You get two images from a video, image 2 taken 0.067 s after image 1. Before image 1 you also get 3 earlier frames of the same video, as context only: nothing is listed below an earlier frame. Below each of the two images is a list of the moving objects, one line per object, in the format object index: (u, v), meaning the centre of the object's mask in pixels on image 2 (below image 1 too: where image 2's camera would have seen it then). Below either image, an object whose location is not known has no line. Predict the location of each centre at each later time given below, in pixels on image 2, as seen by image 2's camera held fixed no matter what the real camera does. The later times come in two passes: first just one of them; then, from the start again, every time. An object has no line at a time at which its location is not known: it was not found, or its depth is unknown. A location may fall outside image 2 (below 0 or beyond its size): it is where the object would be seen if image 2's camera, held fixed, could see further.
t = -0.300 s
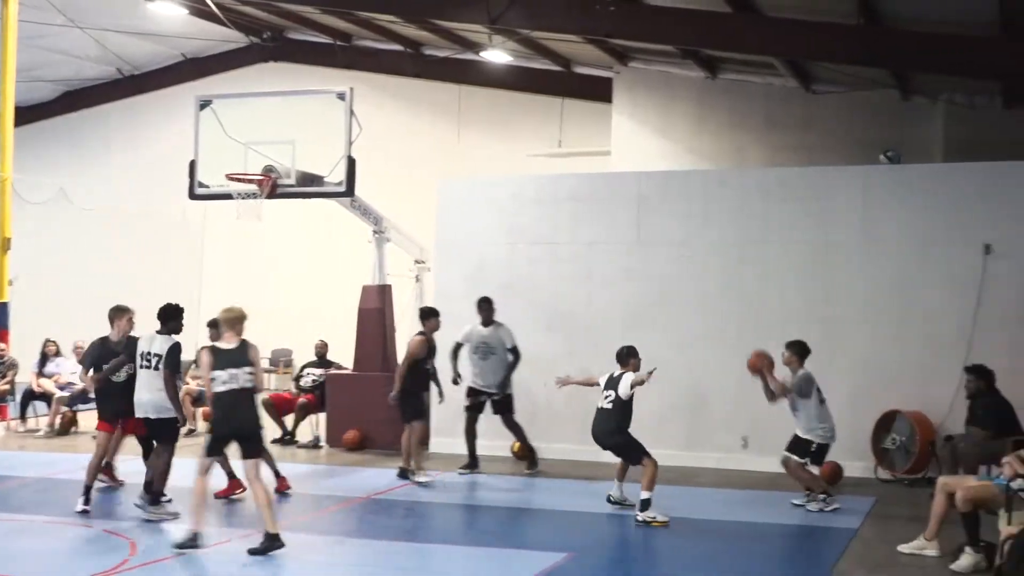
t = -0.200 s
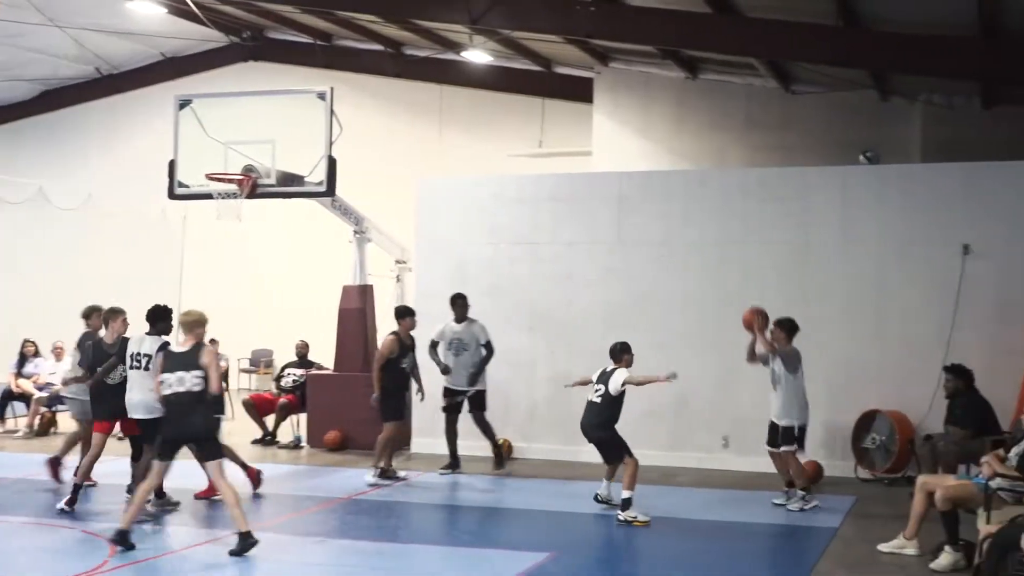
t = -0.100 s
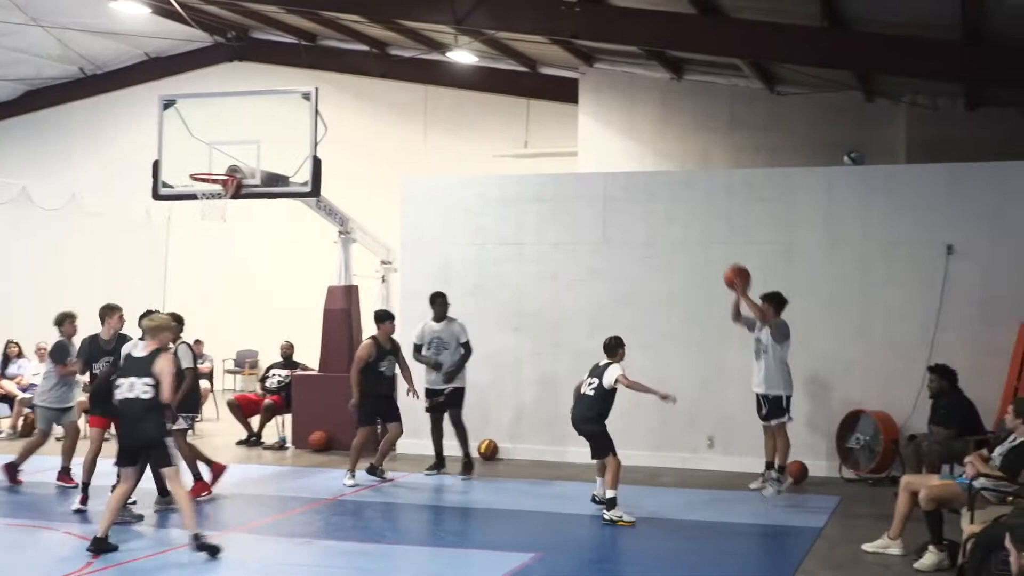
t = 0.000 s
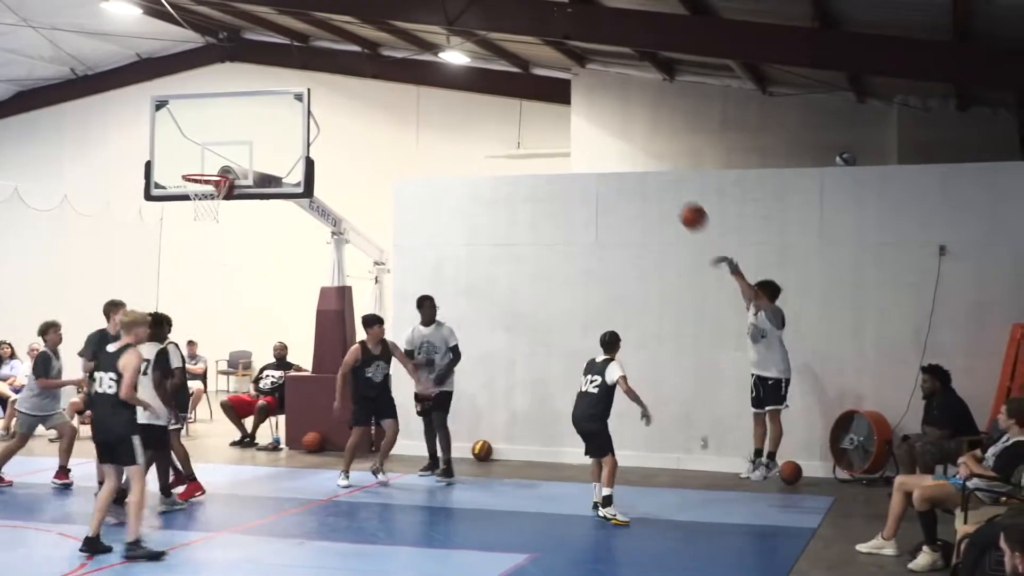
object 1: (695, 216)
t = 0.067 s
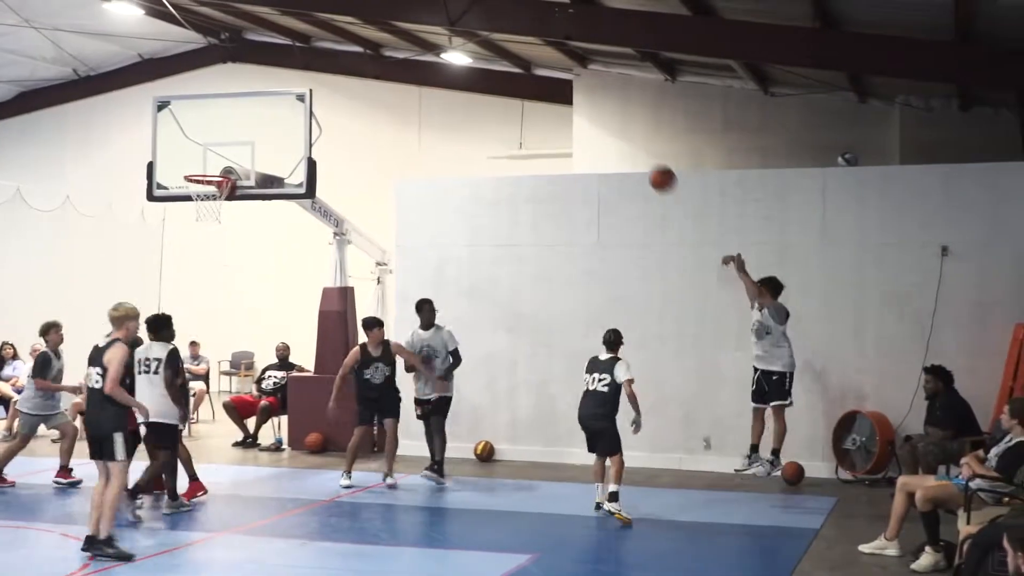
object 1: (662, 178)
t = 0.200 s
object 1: (597, 115)
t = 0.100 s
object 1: (645, 160)
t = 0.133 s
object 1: (629, 144)
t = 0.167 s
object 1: (613, 129)
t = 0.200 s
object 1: (597, 115)
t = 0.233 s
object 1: (581, 103)
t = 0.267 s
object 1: (564, 92)
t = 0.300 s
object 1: (549, 83)
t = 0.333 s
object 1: (535, 75)
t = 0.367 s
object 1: (519, 67)
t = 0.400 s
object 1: (503, 60)
